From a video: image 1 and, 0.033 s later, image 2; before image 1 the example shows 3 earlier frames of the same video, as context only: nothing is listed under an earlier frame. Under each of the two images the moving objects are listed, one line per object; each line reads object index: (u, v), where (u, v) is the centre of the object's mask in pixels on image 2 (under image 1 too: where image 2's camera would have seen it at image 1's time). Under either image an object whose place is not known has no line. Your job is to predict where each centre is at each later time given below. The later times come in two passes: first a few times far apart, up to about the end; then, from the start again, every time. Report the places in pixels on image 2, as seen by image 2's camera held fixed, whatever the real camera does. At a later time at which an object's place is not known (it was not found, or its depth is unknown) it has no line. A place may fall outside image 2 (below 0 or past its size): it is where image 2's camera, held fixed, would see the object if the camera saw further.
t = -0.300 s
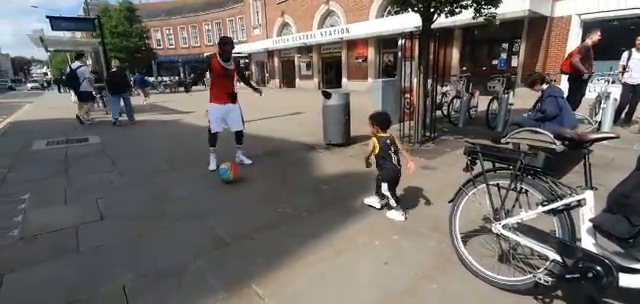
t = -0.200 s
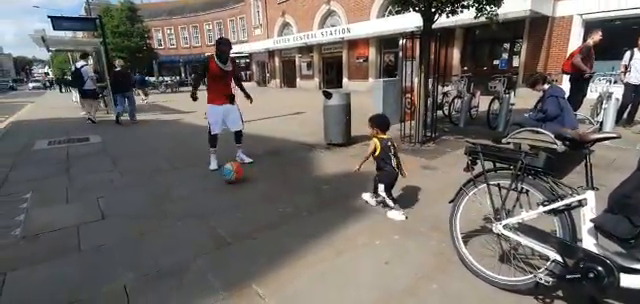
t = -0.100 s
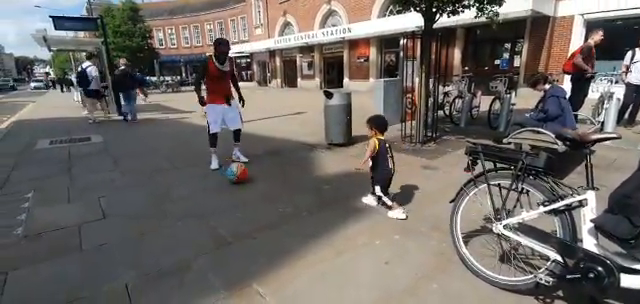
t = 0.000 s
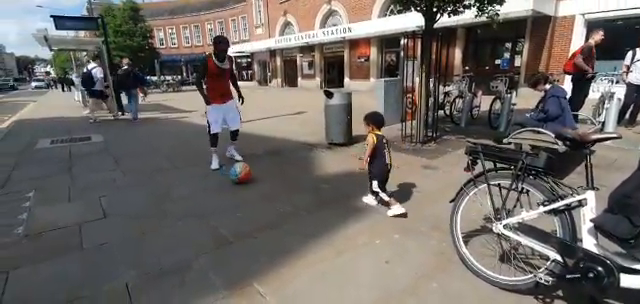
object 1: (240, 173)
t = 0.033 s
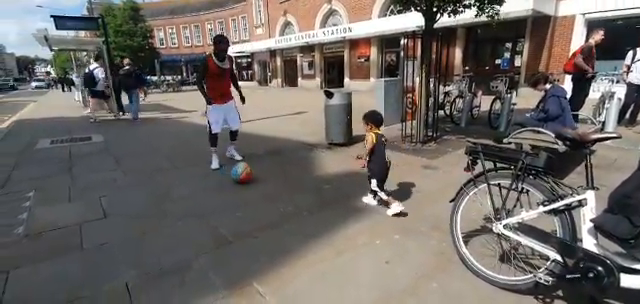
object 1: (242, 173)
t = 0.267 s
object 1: (248, 174)
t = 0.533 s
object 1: (255, 176)
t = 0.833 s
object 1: (262, 179)
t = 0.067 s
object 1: (242, 173)
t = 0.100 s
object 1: (244, 173)
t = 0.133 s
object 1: (244, 173)
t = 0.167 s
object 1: (245, 173)
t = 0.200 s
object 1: (246, 173)
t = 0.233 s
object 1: (247, 174)
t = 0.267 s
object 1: (248, 174)
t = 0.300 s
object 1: (249, 175)
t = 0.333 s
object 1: (250, 175)
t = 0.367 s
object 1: (251, 175)
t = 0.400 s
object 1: (252, 175)
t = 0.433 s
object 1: (252, 175)
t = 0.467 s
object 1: (253, 176)
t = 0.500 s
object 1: (254, 176)
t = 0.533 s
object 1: (255, 176)
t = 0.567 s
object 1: (256, 176)
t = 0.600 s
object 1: (257, 176)
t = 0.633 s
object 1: (258, 177)
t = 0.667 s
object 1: (259, 177)
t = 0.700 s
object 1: (260, 178)
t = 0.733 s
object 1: (260, 178)
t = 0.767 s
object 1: (261, 178)
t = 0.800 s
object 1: (261, 178)
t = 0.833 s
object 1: (262, 179)
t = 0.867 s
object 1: (263, 179)
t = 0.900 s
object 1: (264, 179)
